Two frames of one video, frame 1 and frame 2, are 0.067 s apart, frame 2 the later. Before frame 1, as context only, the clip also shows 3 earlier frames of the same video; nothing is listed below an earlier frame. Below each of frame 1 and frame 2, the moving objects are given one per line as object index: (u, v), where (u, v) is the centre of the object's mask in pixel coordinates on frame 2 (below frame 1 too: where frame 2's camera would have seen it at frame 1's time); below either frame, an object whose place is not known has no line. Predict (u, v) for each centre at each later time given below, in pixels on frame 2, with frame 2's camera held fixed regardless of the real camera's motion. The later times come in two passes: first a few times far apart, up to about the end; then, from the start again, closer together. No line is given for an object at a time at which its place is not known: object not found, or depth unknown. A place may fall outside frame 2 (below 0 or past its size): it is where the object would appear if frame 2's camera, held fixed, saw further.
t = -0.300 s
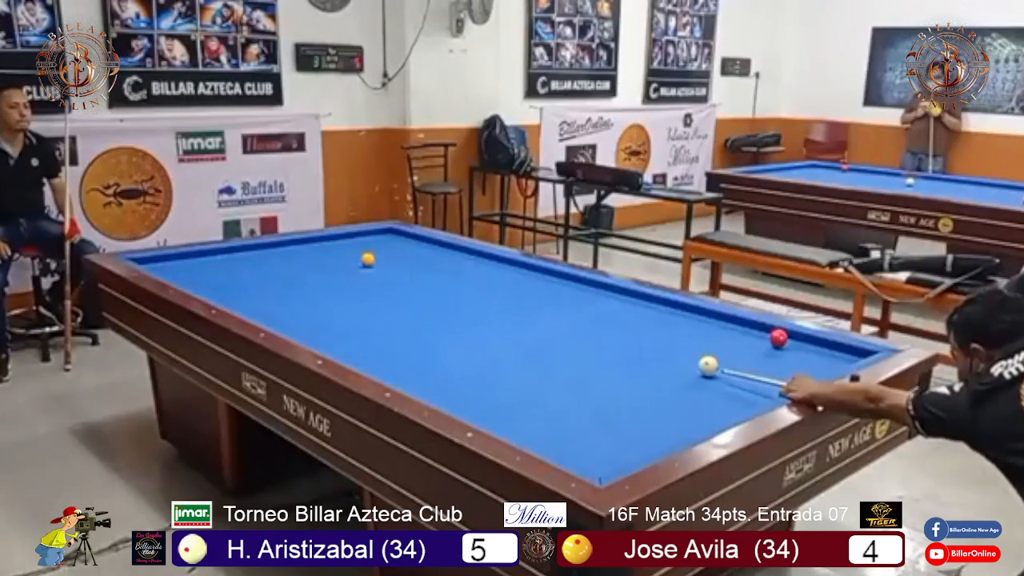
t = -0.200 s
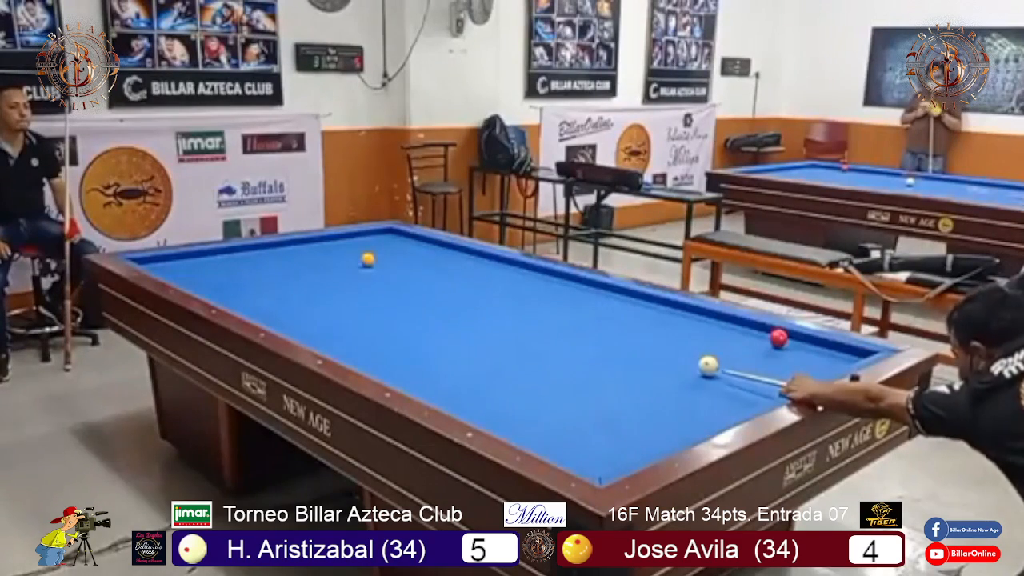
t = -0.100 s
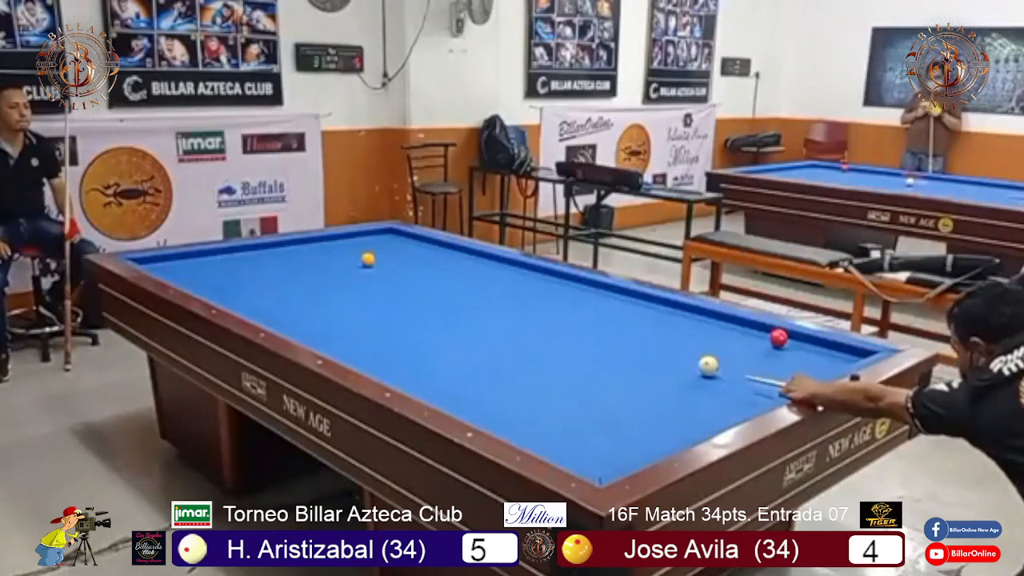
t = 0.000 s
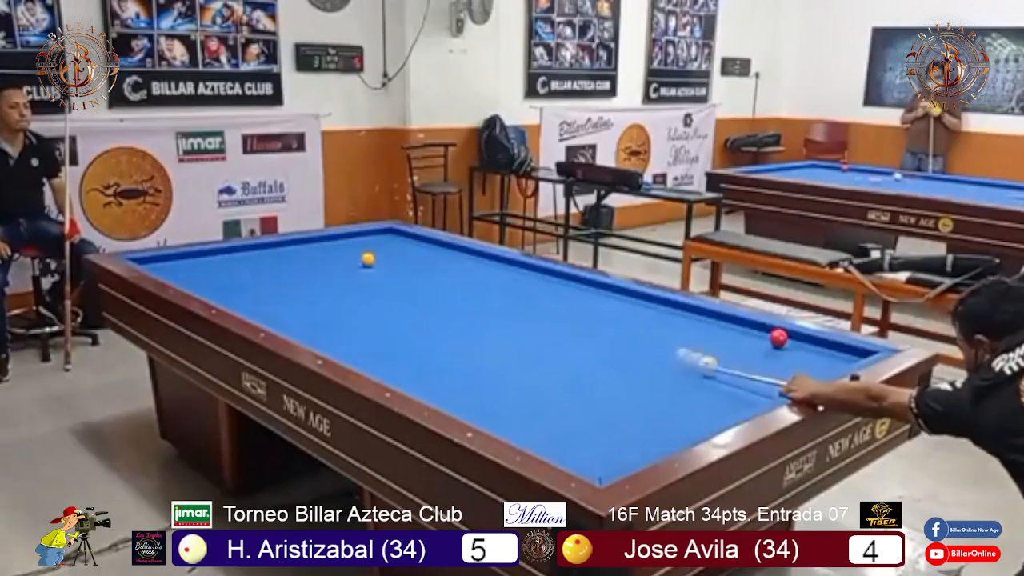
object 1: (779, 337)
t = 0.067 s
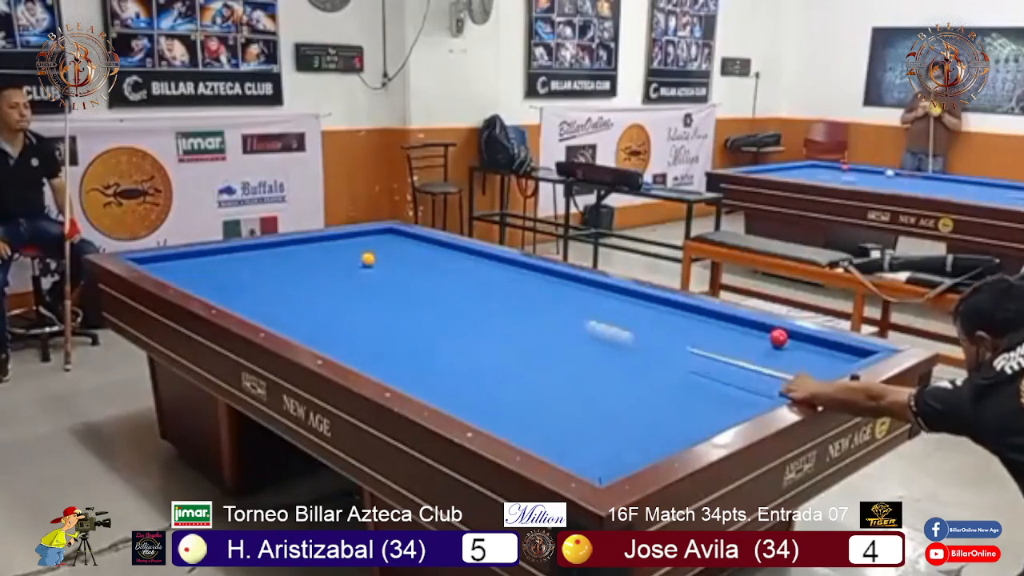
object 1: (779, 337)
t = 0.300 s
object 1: (779, 337)
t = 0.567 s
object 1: (779, 337)
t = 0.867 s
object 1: (779, 337)
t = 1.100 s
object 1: (779, 337)
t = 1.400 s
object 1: (780, 333)
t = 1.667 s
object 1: (779, 337)
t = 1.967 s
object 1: (779, 337)
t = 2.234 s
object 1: (779, 337)
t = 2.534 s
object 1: (779, 337)
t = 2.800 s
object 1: (779, 337)
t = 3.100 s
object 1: (779, 337)
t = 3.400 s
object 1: (779, 337)
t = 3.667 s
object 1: (778, 337)
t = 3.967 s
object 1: (778, 337)
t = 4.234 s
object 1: (778, 337)
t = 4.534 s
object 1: (778, 337)
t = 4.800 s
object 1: (779, 337)
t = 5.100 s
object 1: (791, 335)
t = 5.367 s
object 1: (793, 335)
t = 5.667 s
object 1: (790, 337)
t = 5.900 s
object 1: (788, 338)
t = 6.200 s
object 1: (785, 341)
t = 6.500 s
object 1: (781, 345)
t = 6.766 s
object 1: (781, 346)
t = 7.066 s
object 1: (780, 347)
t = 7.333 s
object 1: (779, 347)
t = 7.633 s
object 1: (779, 348)
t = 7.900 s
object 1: (778, 348)
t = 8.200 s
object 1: (778, 348)
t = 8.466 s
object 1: (778, 348)
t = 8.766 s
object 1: (778, 348)
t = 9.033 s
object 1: (778, 348)
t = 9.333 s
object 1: (778, 348)
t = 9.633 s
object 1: (778, 348)
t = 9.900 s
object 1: (779, 348)
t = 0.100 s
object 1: (779, 337)
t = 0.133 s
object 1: (779, 337)
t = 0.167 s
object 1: (779, 337)
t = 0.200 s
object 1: (779, 337)
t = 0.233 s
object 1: (779, 337)
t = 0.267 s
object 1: (779, 337)
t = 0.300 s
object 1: (779, 337)
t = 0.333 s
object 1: (779, 337)
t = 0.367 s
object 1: (779, 337)
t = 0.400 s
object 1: (779, 337)
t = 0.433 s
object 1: (779, 337)
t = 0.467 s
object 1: (779, 337)
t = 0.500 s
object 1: (779, 337)
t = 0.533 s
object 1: (779, 337)
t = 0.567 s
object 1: (779, 337)
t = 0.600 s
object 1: (779, 337)
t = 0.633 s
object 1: (779, 337)
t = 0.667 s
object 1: (779, 337)
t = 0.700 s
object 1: (779, 337)
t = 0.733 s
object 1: (779, 337)
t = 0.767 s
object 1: (779, 337)
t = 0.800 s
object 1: (779, 337)
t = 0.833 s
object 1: (779, 337)
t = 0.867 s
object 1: (779, 337)
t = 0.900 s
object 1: (779, 337)
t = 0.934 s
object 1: (779, 337)
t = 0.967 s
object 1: (779, 337)
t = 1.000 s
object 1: (779, 337)
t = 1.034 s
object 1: (779, 337)
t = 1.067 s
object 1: (779, 337)
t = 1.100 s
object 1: (779, 337)
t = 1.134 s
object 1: (779, 337)
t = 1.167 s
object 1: (779, 337)
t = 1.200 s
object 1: (779, 337)
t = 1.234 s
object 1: (779, 337)
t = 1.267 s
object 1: (779, 336)
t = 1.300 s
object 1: (779, 334)
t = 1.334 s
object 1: (780, 333)
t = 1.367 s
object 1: (780, 333)
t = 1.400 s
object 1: (780, 333)
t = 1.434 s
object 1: (780, 333)
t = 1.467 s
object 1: (780, 333)
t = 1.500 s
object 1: (780, 333)
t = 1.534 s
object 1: (780, 333)
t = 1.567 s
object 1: (780, 334)
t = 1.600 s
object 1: (780, 335)
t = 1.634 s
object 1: (779, 337)
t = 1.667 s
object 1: (779, 337)
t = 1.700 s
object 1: (779, 337)
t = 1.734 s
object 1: (779, 337)
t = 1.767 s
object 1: (779, 337)
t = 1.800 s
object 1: (779, 337)
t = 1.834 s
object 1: (779, 337)
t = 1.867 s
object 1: (779, 337)
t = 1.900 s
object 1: (779, 337)
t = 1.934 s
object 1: (779, 337)
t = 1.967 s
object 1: (779, 337)
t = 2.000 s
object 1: (779, 337)
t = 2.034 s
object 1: (779, 337)
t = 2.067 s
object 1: (779, 337)
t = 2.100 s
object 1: (779, 337)
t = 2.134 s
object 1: (779, 337)
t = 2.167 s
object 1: (779, 337)
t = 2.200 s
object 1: (779, 337)
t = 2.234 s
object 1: (779, 337)
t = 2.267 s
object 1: (779, 337)
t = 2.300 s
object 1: (779, 336)
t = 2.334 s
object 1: (779, 335)
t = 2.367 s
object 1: (778, 337)
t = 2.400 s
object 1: (778, 337)
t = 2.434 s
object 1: (779, 337)
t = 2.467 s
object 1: (779, 337)
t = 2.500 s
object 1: (779, 337)
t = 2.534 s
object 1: (779, 337)
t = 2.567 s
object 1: (779, 337)
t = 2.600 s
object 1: (779, 337)
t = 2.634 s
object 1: (779, 337)
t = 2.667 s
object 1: (779, 337)
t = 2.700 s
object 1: (779, 337)
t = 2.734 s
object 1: (779, 337)
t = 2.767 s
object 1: (779, 337)
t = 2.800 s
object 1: (779, 337)
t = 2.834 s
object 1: (779, 337)
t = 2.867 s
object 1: (779, 337)
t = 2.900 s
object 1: (779, 337)
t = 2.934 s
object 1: (779, 337)
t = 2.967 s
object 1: (779, 337)
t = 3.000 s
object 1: (779, 337)
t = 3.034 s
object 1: (779, 337)
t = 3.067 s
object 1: (779, 337)
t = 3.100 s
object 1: (779, 337)
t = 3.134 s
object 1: (779, 337)
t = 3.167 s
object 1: (779, 337)
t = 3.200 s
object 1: (779, 337)
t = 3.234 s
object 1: (779, 337)
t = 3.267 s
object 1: (779, 337)
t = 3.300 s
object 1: (779, 337)
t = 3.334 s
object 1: (779, 337)
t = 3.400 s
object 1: (779, 337)
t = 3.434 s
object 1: (779, 337)
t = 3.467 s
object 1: (778, 337)
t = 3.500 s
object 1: (778, 337)
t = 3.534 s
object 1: (778, 337)
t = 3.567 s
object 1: (778, 337)
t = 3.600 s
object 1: (778, 337)
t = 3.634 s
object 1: (778, 337)
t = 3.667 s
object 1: (778, 337)
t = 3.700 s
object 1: (778, 337)
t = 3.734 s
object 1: (779, 337)
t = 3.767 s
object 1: (779, 337)
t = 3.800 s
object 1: (778, 337)
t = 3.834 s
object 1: (778, 337)
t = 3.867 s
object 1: (778, 337)
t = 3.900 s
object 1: (778, 337)
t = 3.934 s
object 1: (778, 337)
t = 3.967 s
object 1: (778, 337)
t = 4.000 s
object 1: (778, 337)
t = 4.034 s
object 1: (778, 337)
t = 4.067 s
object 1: (778, 337)
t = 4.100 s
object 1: (778, 337)
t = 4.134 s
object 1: (778, 337)
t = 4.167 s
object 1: (778, 337)
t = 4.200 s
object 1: (778, 337)
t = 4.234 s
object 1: (778, 337)
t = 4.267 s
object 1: (778, 338)
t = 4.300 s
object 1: (778, 337)
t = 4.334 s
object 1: (778, 338)
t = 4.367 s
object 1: (778, 338)
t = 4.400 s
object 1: (778, 338)
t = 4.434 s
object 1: (778, 338)
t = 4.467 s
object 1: (778, 337)
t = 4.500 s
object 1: (778, 337)
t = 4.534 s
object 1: (778, 337)
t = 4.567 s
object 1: (778, 337)
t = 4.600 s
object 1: (779, 337)
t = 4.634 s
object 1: (778, 337)
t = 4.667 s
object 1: (778, 337)
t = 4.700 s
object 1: (779, 337)
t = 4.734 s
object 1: (779, 337)
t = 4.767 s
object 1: (778, 337)
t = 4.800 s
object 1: (779, 337)
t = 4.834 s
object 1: (780, 337)
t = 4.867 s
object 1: (781, 335)
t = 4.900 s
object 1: (783, 335)
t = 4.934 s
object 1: (784, 332)
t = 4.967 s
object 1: (785, 332)
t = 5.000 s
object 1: (786, 332)
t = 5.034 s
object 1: (787, 333)
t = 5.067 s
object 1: (788, 334)
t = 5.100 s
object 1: (791, 335)
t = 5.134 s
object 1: (794, 335)
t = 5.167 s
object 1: (794, 335)
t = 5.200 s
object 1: (795, 334)
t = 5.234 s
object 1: (795, 334)
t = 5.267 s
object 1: (794, 334)
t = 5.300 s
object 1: (794, 334)
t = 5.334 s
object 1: (793, 334)
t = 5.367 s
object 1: (793, 335)
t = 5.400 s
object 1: (793, 335)
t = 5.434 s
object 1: (792, 335)
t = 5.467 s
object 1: (791, 335)
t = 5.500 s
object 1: (791, 335)
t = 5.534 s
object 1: (791, 335)
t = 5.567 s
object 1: (791, 336)
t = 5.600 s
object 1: (790, 336)
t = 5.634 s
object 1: (790, 336)
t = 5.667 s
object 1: (790, 337)
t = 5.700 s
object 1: (789, 337)
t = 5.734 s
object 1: (789, 337)
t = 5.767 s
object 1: (789, 337)
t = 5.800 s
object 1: (788, 337)
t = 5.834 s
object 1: (788, 338)
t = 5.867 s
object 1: (788, 338)
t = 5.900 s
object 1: (788, 338)
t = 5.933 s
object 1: (787, 338)
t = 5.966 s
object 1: (787, 338)
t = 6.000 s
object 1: (787, 338)
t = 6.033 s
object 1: (786, 340)
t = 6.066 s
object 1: (786, 341)
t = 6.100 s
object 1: (785, 341)
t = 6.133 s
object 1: (785, 341)
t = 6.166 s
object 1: (785, 341)
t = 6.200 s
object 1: (785, 341)
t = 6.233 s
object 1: (784, 342)
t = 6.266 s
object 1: (784, 342)
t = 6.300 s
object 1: (784, 342)
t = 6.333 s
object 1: (784, 342)
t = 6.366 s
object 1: (783, 343)
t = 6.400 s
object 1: (783, 343)
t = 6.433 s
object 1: (783, 343)
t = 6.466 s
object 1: (782, 345)
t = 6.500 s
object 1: (781, 345)
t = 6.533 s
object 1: (781, 346)
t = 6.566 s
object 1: (781, 346)
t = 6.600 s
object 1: (781, 346)
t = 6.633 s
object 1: (781, 346)
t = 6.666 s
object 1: (781, 347)
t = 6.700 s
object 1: (781, 346)
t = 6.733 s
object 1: (781, 346)
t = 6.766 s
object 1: (781, 346)
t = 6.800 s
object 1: (781, 346)
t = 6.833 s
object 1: (781, 346)
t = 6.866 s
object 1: (781, 346)
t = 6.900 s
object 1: (781, 346)
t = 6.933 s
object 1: (780, 346)
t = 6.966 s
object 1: (780, 346)
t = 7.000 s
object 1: (780, 346)
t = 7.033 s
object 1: (780, 346)
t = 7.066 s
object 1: (780, 347)
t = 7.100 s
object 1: (780, 347)
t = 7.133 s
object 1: (780, 347)
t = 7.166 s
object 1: (780, 347)
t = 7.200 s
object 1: (780, 347)
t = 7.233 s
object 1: (780, 347)
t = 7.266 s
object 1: (779, 347)
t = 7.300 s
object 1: (779, 347)
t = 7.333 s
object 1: (779, 347)
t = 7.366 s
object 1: (779, 347)
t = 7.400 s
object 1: (779, 347)
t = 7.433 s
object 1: (779, 347)
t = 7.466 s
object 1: (779, 347)
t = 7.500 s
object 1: (779, 347)
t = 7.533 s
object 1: (779, 347)
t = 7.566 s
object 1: (779, 347)
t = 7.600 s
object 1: (779, 348)
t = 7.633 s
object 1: (779, 348)
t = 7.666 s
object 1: (779, 348)
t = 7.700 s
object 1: (779, 348)
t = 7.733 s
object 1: (779, 348)
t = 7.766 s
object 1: (779, 348)
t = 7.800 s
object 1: (778, 348)
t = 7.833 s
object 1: (778, 348)
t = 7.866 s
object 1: (778, 348)
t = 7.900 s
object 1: (778, 348)
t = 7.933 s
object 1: (778, 348)
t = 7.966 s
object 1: (778, 348)
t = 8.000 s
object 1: (778, 348)
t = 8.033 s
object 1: (778, 348)
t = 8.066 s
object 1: (778, 348)
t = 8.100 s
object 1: (778, 348)
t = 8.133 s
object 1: (778, 348)
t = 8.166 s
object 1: (778, 348)
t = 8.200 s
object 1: (778, 348)
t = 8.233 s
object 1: (778, 348)
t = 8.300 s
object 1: (778, 348)
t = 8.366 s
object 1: (778, 348)
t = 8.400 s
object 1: (778, 348)
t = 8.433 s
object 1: (778, 348)
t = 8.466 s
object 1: (778, 348)
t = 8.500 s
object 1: (778, 348)
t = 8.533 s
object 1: (778, 348)
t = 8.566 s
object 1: (778, 348)
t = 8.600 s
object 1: (778, 348)
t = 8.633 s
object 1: (778, 348)
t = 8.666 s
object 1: (778, 348)
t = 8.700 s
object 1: (778, 348)
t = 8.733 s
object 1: (778, 348)
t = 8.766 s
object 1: (778, 348)
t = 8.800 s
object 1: (778, 348)
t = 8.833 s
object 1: (778, 348)
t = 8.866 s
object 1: (778, 348)
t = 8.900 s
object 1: (778, 348)
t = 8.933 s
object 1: (778, 348)
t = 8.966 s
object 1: (778, 348)
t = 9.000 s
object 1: (778, 348)
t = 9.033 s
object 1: (778, 348)
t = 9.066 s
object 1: (778, 348)
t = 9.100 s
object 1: (778, 348)
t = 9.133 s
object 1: (778, 348)
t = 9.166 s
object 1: (778, 348)
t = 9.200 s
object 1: (778, 348)
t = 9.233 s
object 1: (778, 348)
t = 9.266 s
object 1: (778, 348)
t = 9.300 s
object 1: (778, 348)
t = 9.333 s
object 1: (778, 348)
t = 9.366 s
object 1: (778, 348)
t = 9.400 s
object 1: (778, 348)
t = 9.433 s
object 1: (778, 348)
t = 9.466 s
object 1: (778, 348)
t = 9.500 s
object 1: (778, 348)
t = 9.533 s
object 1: (778, 348)
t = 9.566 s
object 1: (778, 348)
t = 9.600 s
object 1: (778, 348)
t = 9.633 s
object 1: (778, 348)
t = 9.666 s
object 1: (778, 348)
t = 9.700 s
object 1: (778, 348)
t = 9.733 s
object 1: (778, 348)
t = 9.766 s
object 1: (778, 348)
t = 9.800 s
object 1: (778, 348)
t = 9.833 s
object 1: (779, 348)
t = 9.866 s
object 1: (779, 348)
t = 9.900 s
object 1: (779, 348)
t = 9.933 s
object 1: (779, 348)
